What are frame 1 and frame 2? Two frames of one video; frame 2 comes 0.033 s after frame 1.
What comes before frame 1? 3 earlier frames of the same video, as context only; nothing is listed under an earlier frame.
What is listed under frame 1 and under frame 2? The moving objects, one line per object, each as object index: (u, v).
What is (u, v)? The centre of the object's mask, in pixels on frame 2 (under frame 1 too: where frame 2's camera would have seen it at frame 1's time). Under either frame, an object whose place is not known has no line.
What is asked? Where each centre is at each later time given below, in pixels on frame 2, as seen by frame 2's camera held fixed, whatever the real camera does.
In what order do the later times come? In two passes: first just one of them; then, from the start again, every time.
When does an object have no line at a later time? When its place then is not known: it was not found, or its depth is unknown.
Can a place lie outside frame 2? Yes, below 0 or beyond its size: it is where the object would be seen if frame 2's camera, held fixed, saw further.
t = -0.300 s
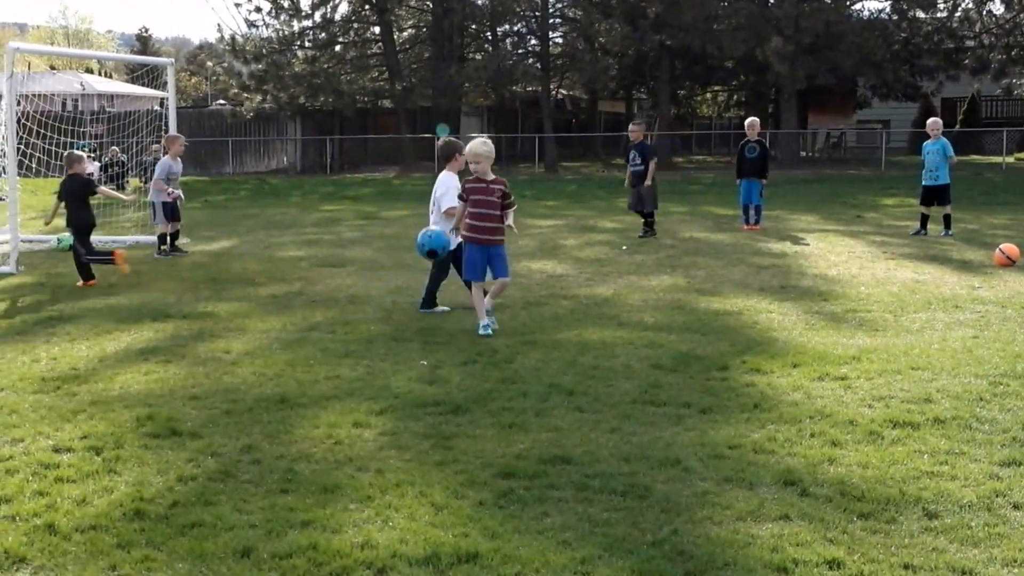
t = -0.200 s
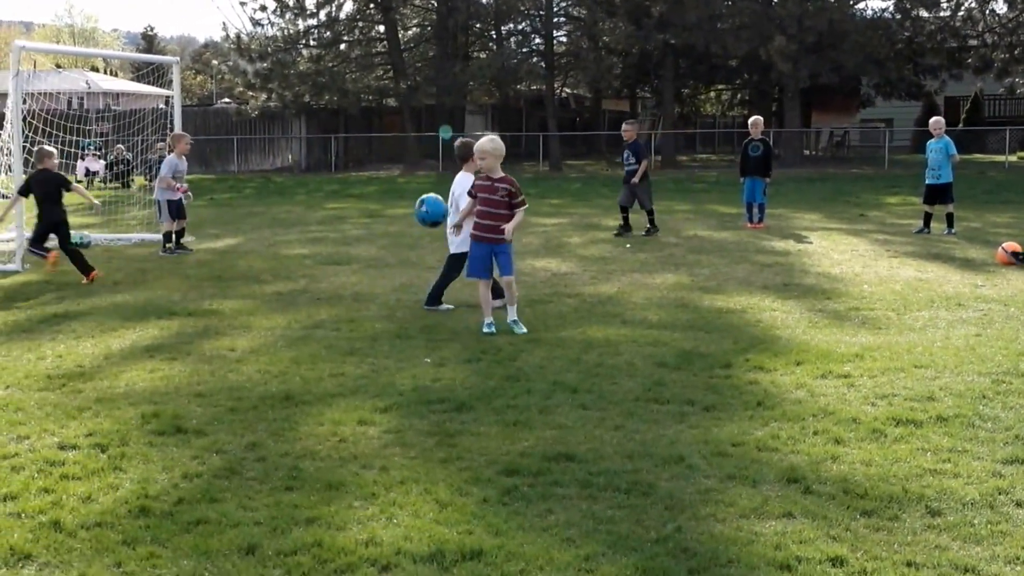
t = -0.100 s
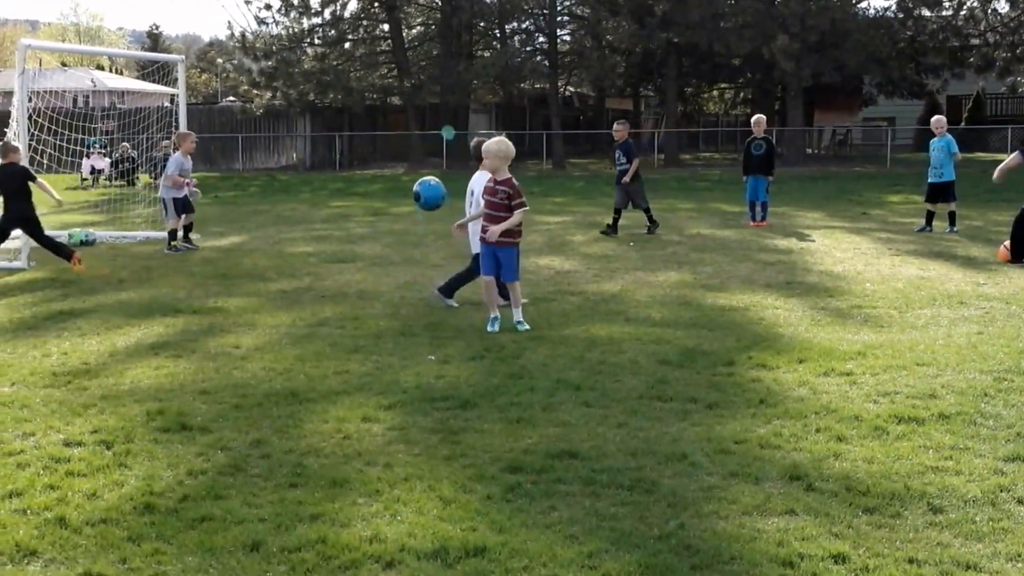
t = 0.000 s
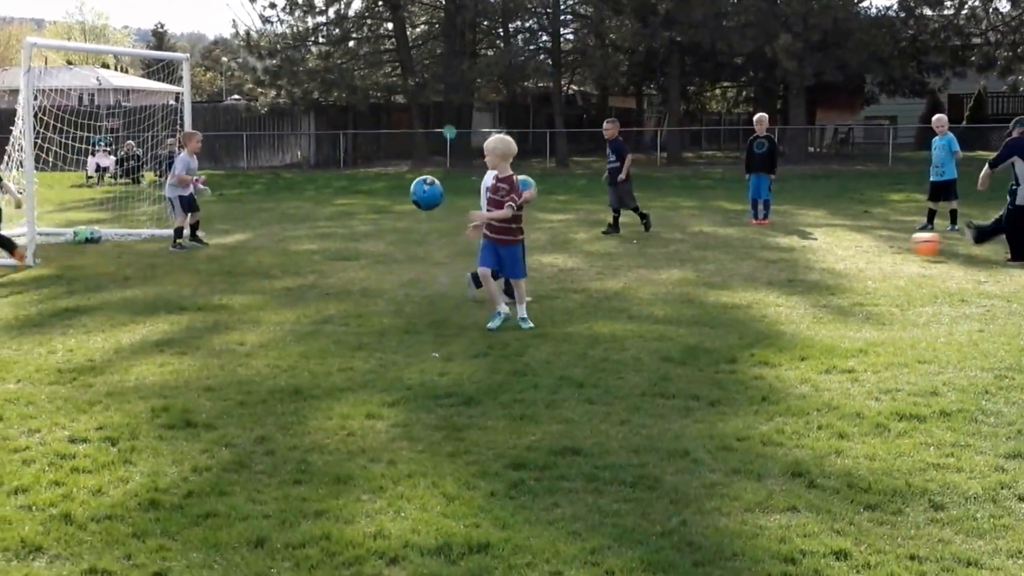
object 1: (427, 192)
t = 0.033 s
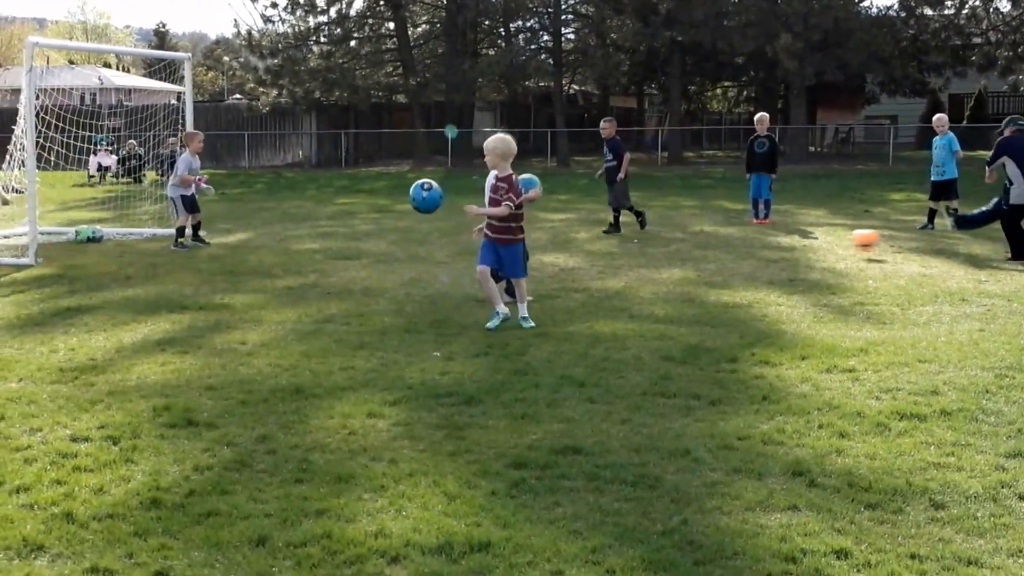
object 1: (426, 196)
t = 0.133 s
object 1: (419, 220)
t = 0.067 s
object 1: (424, 202)
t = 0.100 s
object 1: (422, 210)
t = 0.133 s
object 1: (419, 220)
